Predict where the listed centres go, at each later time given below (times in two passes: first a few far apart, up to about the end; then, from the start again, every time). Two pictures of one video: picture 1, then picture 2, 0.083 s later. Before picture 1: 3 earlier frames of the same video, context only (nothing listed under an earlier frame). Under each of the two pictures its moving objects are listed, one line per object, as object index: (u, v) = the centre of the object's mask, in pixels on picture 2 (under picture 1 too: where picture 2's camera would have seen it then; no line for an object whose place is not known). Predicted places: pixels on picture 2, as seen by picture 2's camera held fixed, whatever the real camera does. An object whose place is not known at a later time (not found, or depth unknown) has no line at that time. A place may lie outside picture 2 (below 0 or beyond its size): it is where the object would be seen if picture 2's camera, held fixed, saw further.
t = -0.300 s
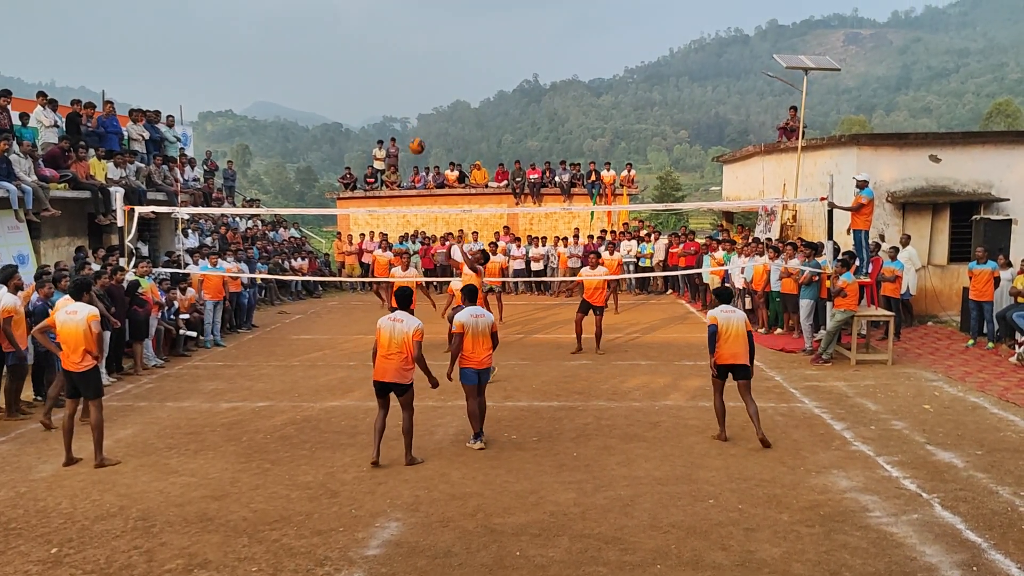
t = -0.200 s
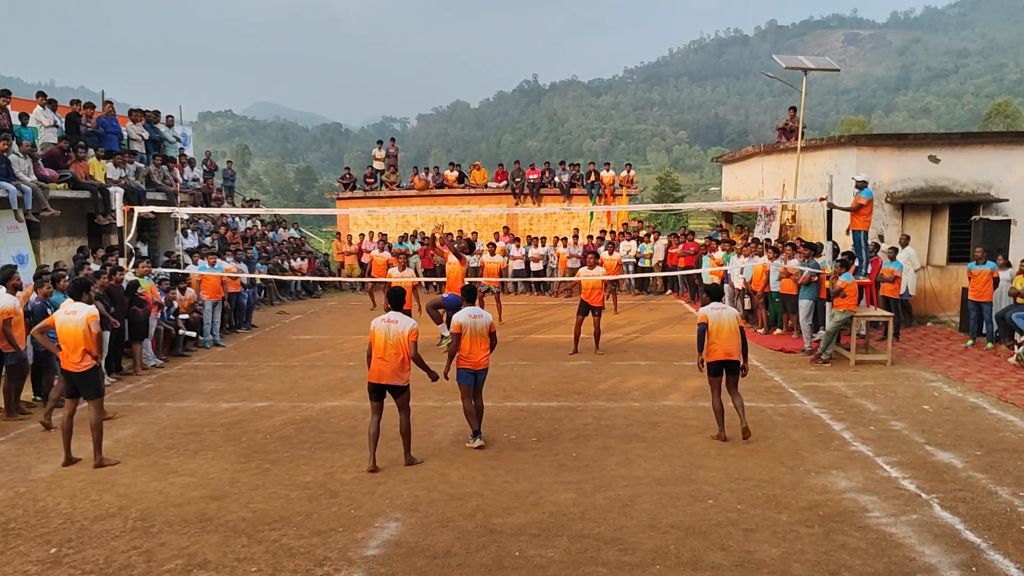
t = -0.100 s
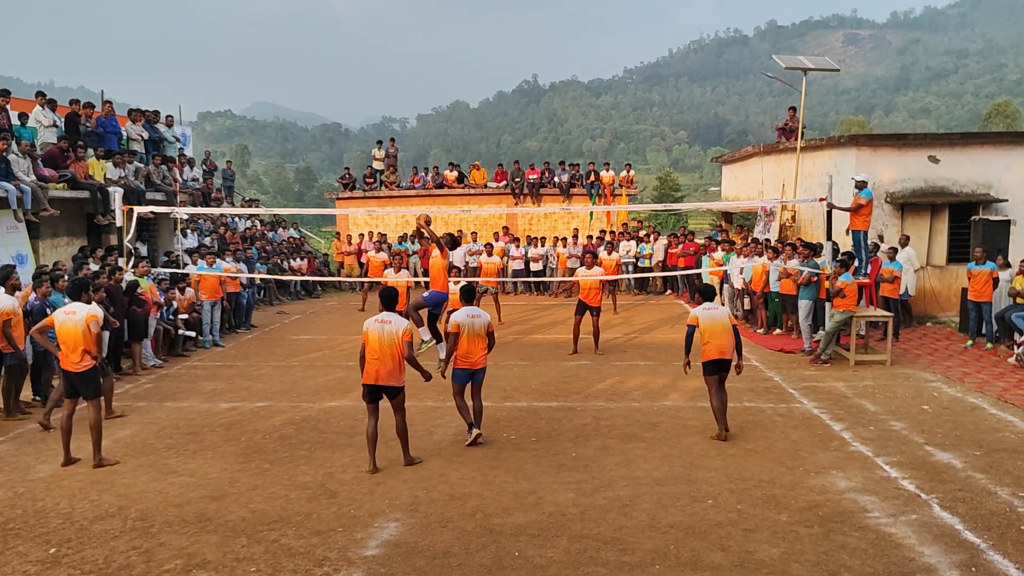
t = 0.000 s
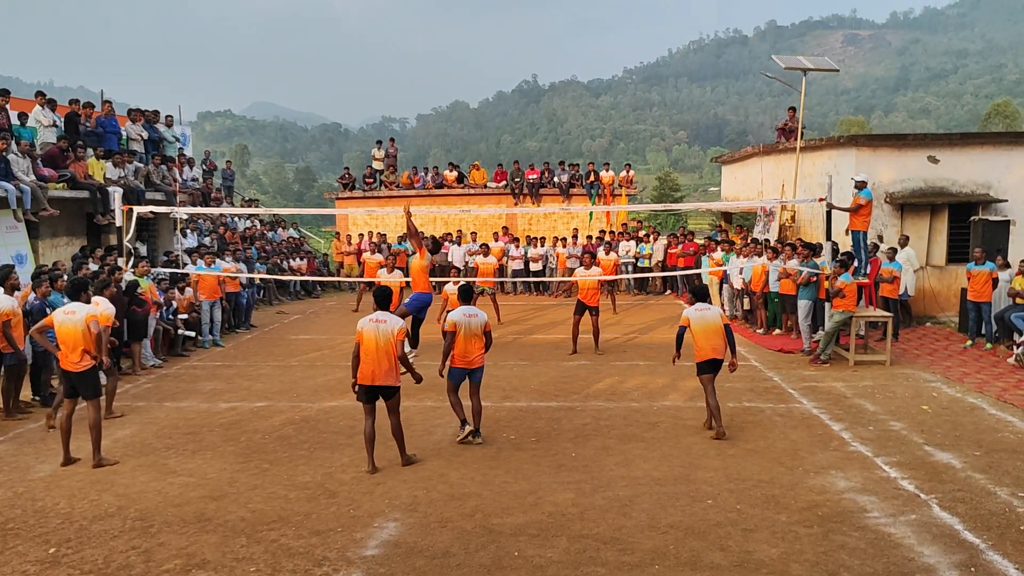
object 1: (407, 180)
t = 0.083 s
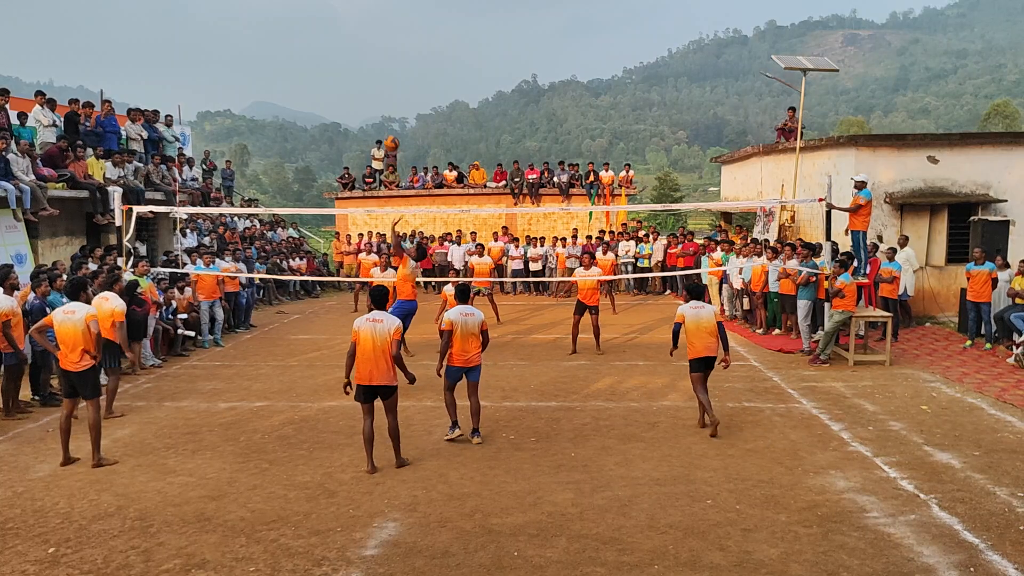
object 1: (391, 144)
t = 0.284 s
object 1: (357, 81)
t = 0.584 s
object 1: (308, 46)
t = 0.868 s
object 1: (266, 74)
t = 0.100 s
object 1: (389, 137)
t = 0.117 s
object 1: (386, 131)
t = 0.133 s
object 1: (383, 125)
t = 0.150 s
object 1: (379, 119)
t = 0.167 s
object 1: (377, 114)
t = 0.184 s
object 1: (374, 108)
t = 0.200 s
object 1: (371, 103)
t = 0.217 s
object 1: (368, 98)
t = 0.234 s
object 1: (365, 94)
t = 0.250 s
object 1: (362, 89)
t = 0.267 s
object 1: (359, 85)
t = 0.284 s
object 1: (357, 81)
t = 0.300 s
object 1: (354, 77)
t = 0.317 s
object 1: (351, 74)
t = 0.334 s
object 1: (348, 70)
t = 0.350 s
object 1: (345, 68)
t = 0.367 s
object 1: (342, 64)
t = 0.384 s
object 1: (340, 62)
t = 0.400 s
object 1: (337, 59)
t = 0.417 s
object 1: (334, 57)
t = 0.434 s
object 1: (332, 55)
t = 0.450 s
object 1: (329, 53)
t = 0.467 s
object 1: (326, 51)
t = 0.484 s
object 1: (324, 50)
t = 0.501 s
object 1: (321, 49)
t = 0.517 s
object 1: (318, 48)
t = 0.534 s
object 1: (316, 47)
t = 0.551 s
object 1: (313, 47)
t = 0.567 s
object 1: (310, 46)
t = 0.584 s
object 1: (308, 46)
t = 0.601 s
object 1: (305, 46)
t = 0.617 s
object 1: (302, 46)
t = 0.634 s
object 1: (300, 47)
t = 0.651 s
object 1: (297, 47)
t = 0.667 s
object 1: (295, 48)
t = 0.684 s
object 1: (292, 49)
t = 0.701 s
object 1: (290, 50)
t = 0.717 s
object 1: (287, 52)
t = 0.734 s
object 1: (285, 54)
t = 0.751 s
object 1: (282, 55)
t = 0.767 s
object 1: (280, 57)
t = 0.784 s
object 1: (278, 60)
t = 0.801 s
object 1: (275, 62)
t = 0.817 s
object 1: (273, 65)
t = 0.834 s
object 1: (271, 68)
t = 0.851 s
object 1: (268, 71)
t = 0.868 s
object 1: (266, 74)
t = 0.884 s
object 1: (264, 77)
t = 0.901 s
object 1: (261, 81)
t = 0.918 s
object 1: (259, 85)
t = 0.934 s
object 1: (257, 89)
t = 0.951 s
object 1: (255, 93)
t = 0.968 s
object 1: (252, 97)
